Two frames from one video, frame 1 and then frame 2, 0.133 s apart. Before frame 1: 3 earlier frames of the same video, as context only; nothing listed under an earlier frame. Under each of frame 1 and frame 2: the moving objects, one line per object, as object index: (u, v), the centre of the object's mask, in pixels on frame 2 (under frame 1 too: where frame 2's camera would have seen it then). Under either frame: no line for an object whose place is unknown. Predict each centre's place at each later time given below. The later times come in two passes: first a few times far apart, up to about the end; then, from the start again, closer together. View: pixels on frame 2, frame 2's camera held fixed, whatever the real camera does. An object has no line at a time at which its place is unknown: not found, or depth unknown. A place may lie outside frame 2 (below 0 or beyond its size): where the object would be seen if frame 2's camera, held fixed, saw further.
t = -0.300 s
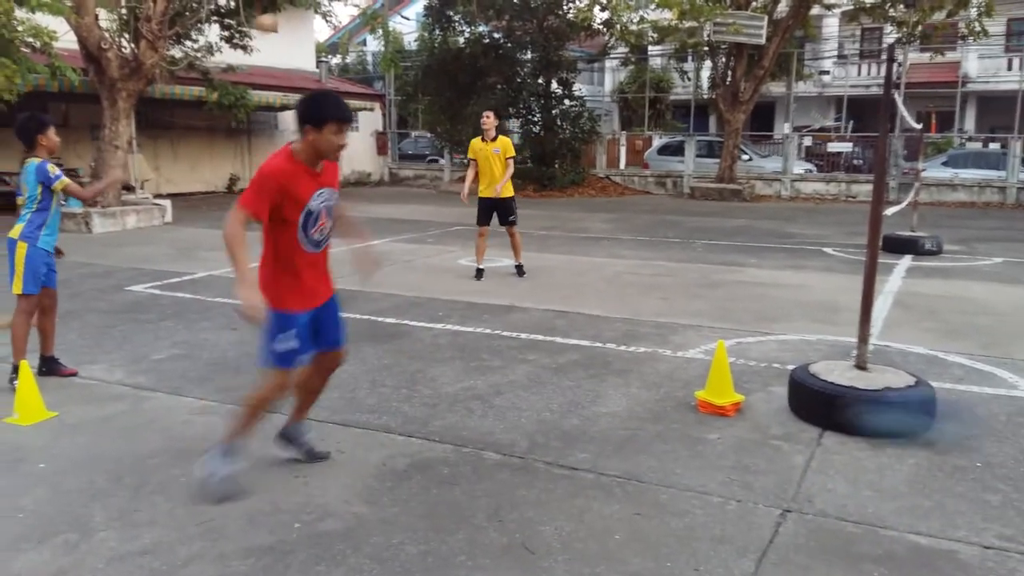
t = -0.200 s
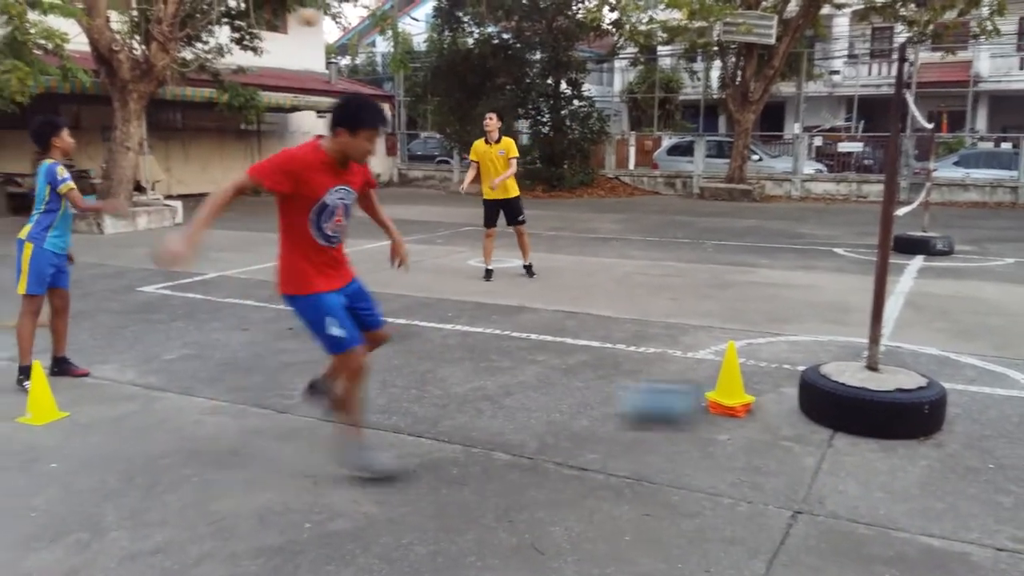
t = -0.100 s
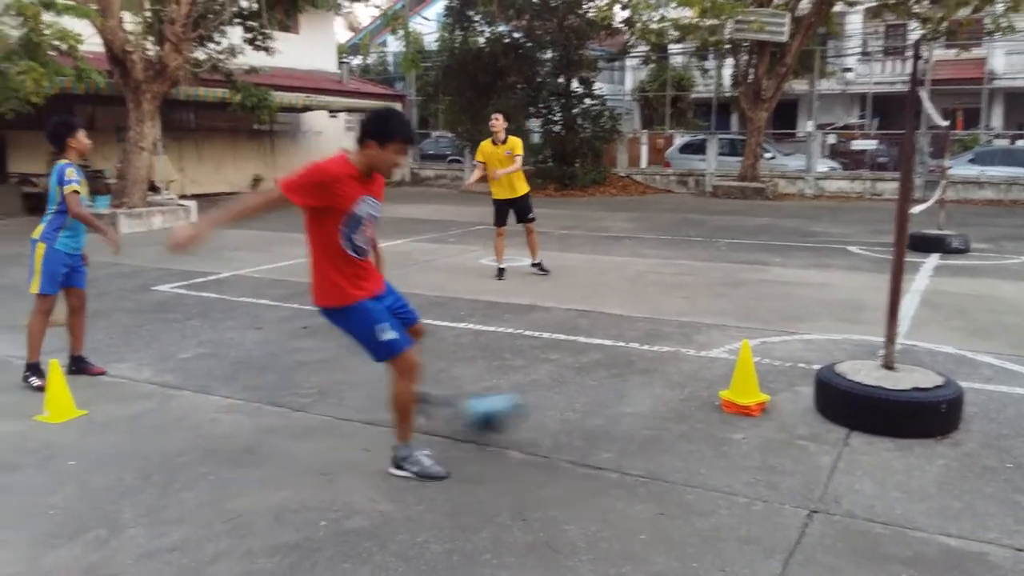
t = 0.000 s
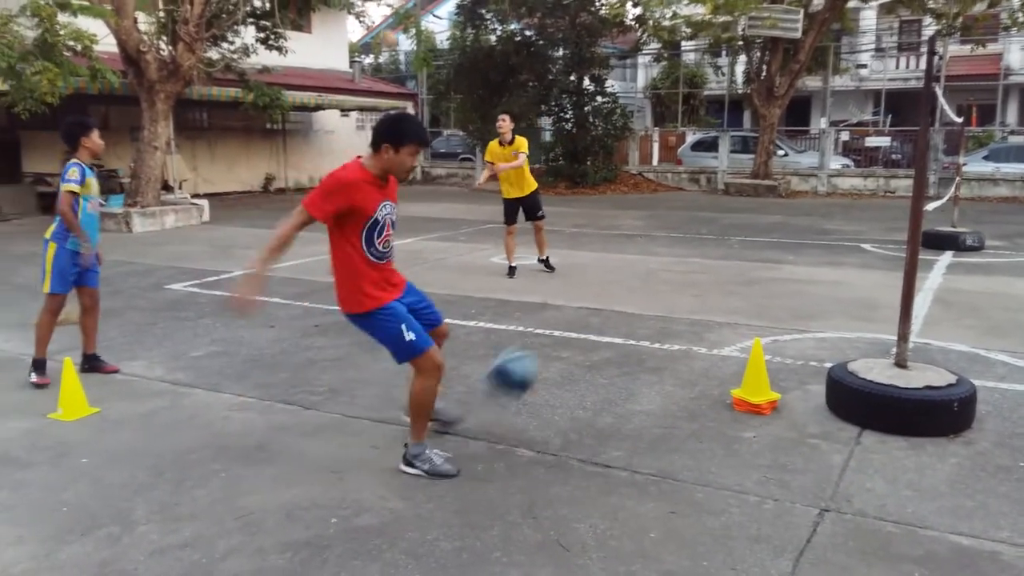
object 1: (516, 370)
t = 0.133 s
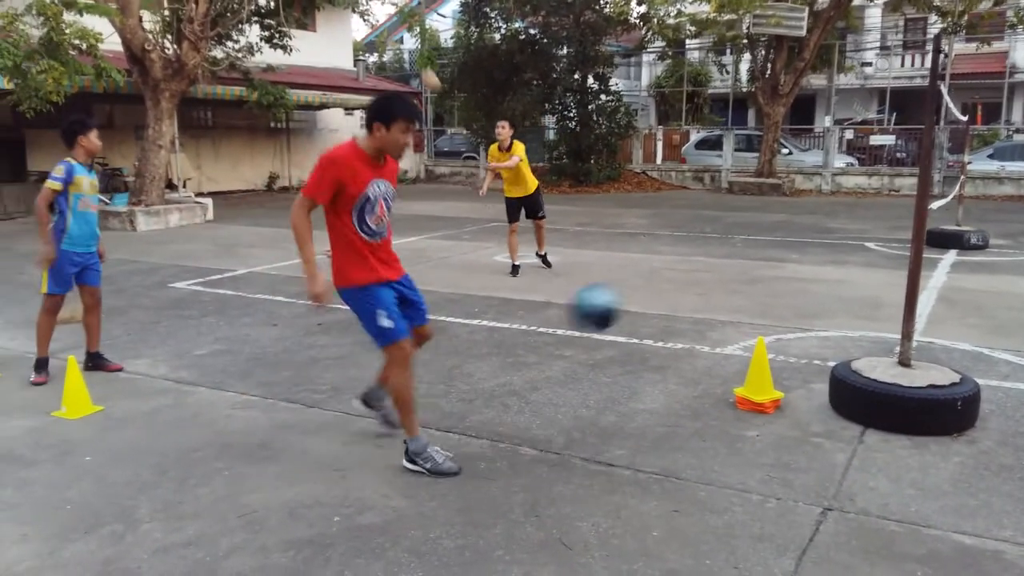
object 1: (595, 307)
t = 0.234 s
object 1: (663, 278)
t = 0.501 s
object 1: (877, 312)
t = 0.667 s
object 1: (1024, 445)
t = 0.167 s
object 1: (618, 296)
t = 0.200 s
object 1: (641, 286)
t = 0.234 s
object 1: (663, 278)
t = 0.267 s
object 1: (688, 274)
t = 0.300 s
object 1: (712, 269)
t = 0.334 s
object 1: (738, 269)
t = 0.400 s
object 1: (794, 278)
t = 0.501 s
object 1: (877, 312)
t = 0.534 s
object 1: (910, 332)
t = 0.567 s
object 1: (944, 355)
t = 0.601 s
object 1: (971, 380)
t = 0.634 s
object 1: (1009, 417)
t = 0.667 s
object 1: (1024, 445)
